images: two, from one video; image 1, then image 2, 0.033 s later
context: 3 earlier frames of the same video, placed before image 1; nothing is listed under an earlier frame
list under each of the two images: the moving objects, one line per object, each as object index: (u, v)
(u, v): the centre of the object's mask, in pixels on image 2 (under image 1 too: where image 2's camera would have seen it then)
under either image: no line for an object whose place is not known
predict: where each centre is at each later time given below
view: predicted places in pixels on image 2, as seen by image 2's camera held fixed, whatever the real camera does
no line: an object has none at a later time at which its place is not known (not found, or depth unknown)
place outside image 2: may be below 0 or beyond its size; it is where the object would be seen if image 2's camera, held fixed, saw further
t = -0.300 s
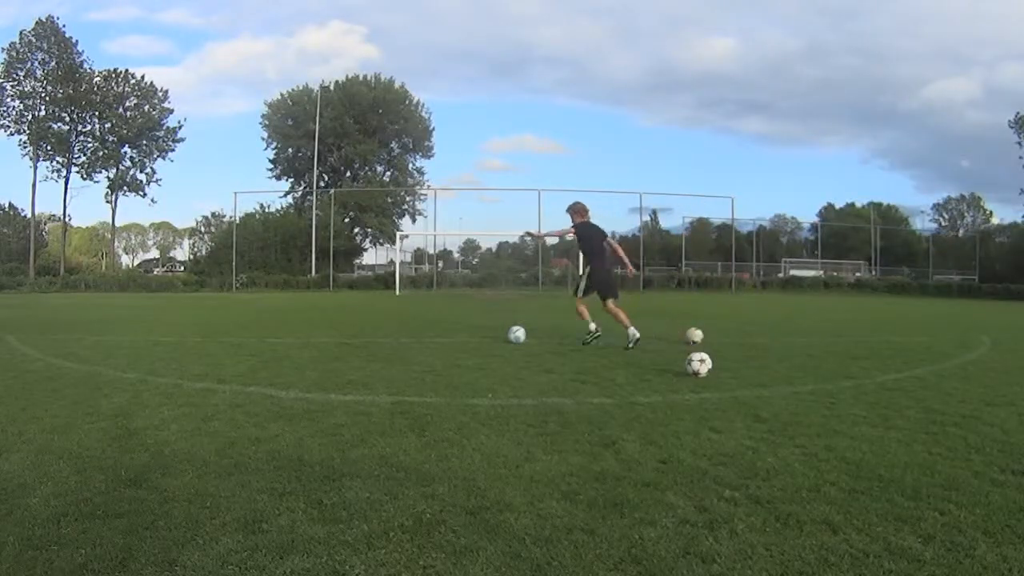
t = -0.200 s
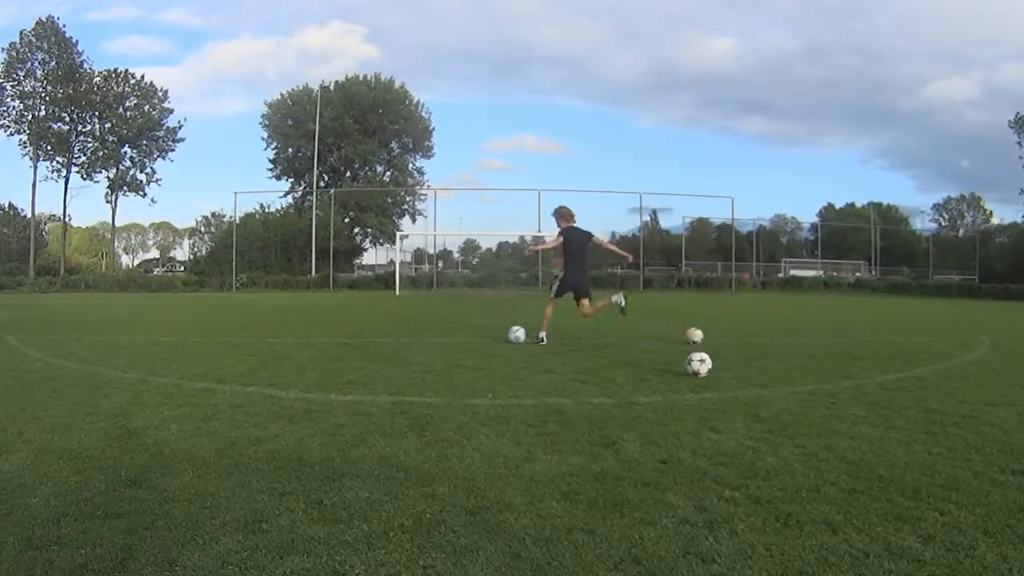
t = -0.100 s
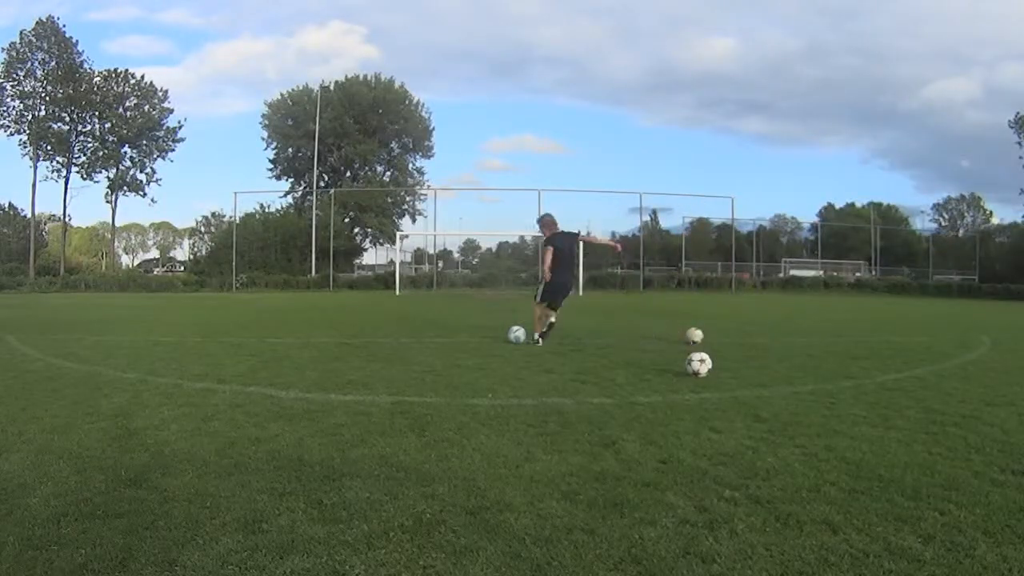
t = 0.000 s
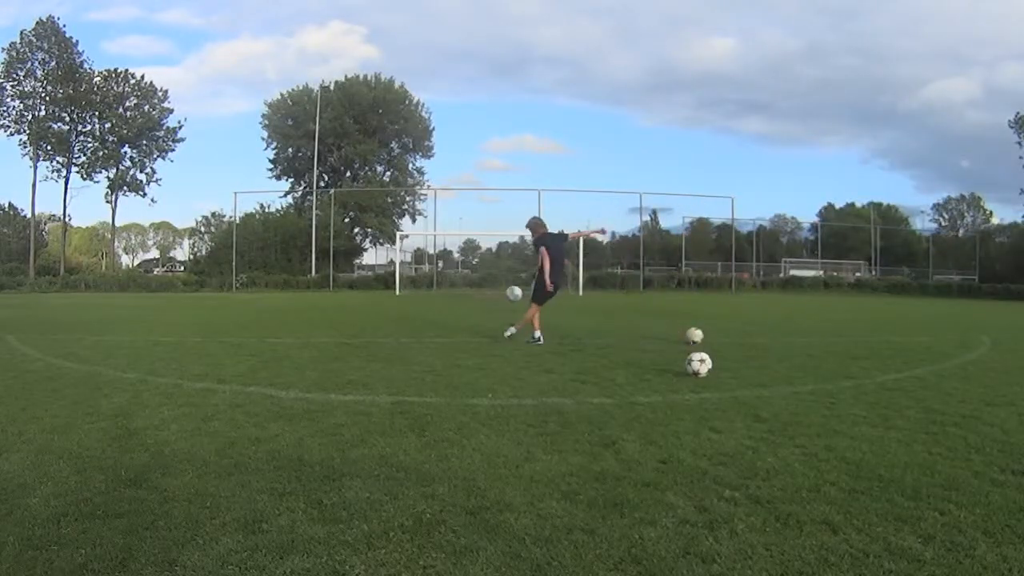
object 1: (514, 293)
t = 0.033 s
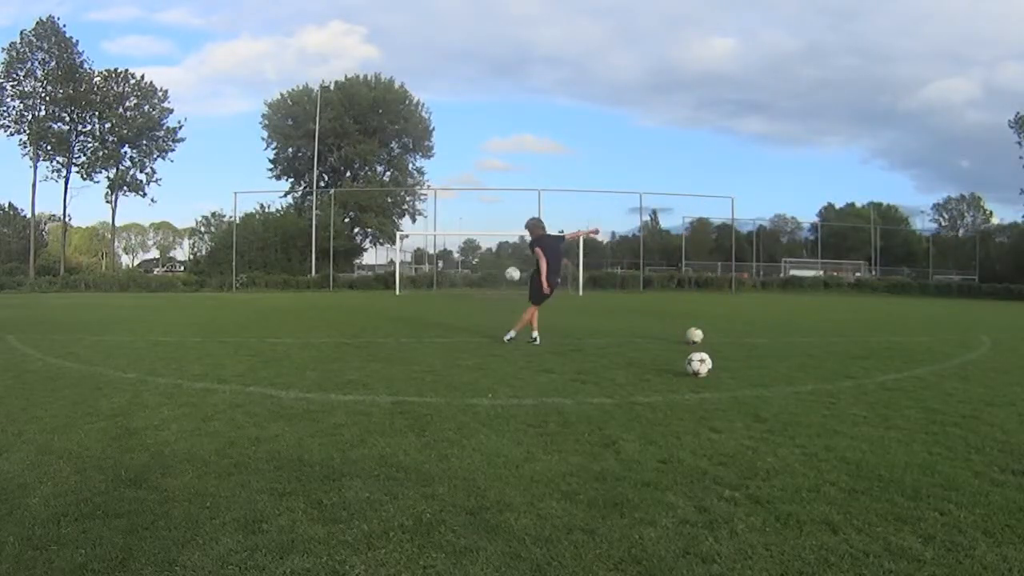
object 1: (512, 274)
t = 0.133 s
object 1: (505, 231)
